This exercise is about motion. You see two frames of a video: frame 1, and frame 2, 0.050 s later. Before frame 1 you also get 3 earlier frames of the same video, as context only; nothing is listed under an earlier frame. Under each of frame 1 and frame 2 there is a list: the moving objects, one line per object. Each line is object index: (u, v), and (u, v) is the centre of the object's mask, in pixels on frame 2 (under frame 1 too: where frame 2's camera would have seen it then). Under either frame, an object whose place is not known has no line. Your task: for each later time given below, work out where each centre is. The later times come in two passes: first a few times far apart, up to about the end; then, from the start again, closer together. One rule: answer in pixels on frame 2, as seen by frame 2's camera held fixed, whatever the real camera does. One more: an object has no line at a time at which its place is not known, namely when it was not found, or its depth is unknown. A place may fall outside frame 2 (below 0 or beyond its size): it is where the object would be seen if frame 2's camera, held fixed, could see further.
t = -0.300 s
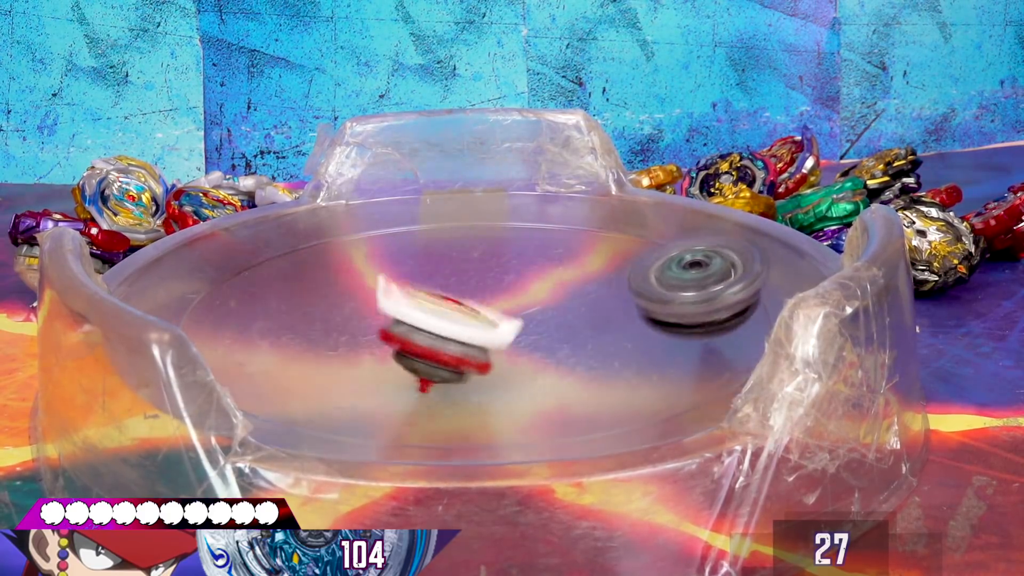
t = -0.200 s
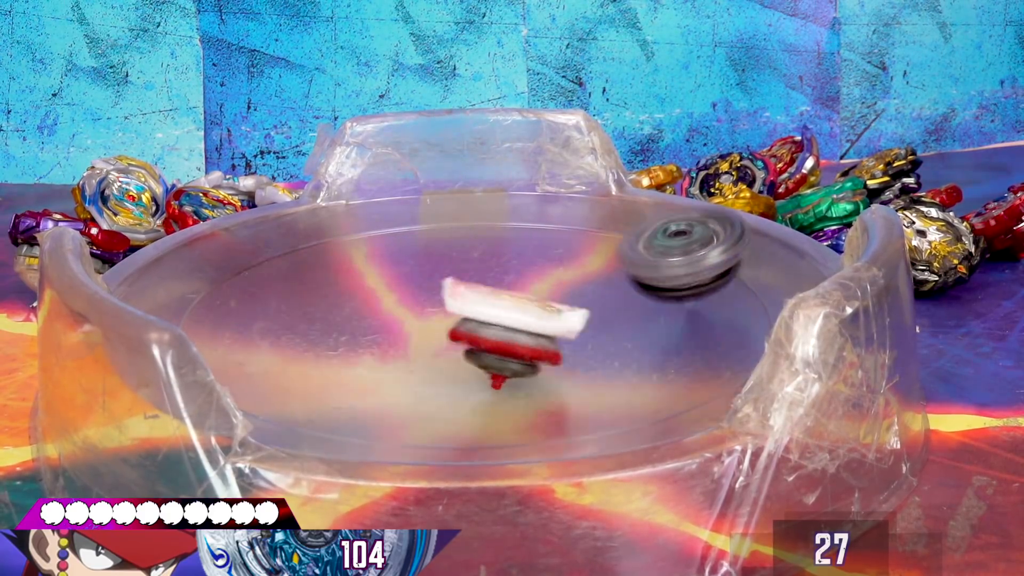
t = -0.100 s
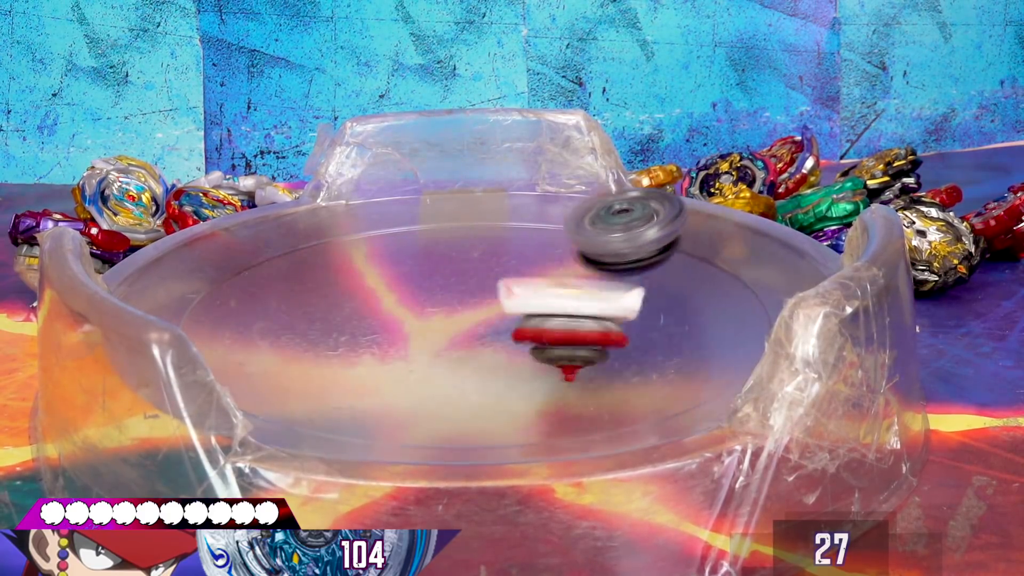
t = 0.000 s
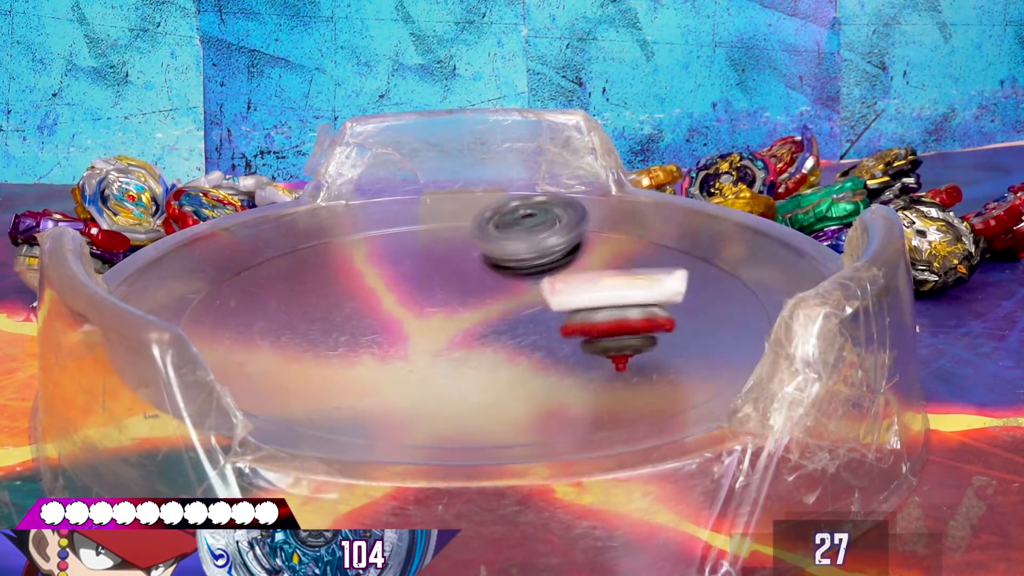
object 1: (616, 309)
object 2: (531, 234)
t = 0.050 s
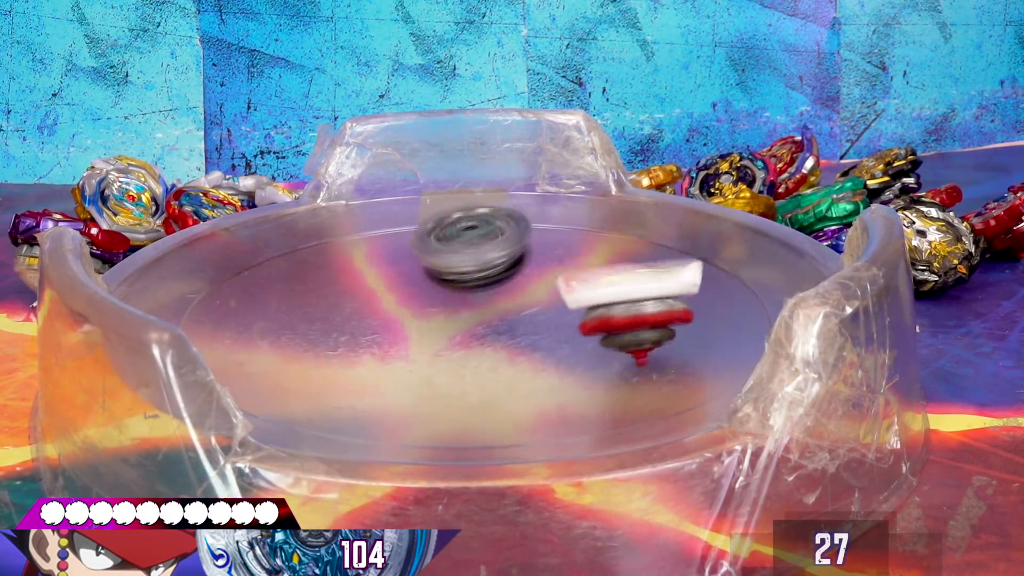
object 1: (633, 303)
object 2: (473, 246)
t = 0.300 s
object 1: (649, 283)
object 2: (326, 329)
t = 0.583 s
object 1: (563, 245)
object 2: (596, 333)
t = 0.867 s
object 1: (414, 190)
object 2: (532, 256)
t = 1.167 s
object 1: (344, 197)
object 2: (336, 289)
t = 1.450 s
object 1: (345, 288)
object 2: (486, 327)
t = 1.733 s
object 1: (417, 353)
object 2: (442, 234)
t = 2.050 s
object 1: (591, 328)
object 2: (340, 299)
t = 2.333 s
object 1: (707, 235)
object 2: (444, 313)
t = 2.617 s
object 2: (391, 304)
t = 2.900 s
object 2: (445, 296)
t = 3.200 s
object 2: (428, 263)
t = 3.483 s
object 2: (471, 263)
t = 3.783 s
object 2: (492, 274)
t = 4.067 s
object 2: (498, 282)
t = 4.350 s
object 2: (479, 311)
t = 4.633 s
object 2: (490, 352)
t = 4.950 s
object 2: (486, 324)
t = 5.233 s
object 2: (440, 304)
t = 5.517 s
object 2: (432, 288)
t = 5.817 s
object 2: (417, 282)
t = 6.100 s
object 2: (426, 291)
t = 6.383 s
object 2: (431, 301)
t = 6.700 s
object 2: (445, 287)
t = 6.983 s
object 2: (418, 257)
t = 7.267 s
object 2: (421, 250)
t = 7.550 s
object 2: (448, 235)
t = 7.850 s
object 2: (497, 249)
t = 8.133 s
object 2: (534, 274)
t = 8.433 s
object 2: (528, 293)
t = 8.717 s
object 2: (492, 306)
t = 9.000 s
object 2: (516, 296)
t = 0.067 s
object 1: (638, 303)
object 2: (454, 252)
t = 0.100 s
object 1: (646, 298)
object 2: (416, 264)
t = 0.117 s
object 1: (649, 298)
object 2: (399, 269)
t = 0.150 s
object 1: (653, 295)
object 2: (369, 280)
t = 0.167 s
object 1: (655, 294)
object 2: (355, 287)
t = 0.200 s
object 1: (657, 292)
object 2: (334, 300)
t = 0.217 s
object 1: (656, 290)
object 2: (326, 304)
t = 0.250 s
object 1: (655, 287)
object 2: (319, 316)
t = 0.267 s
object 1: (653, 286)
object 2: (319, 322)
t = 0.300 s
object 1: (649, 283)
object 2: (326, 329)
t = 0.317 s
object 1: (646, 280)
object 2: (333, 336)
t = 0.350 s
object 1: (638, 277)
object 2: (357, 344)
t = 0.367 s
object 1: (634, 275)
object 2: (371, 346)
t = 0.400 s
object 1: (626, 271)
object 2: (402, 352)
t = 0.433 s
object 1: (615, 266)
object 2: (433, 354)
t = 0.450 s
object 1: (610, 265)
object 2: (449, 355)
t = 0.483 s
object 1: (599, 260)
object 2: (486, 353)
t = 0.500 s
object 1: (593, 258)
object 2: (504, 352)
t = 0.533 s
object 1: (582, 251)
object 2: (544, 346)
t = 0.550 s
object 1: (575, 249)
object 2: (562, 343)
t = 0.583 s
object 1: (563, 245)
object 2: (596, 333)
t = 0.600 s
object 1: (557, 244)
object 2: (609, 328)
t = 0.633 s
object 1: (545, 238)
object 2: (627, 315)
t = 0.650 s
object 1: (539, 237)
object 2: (631, 309)
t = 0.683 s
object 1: (527, 231)
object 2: (630, 295)
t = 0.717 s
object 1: (515, 227)
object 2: (617, 283)
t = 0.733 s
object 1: (508, 224)
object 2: (609, 276)
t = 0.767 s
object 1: (494, 220)
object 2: (584, 265)
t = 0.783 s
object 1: (480, 216)
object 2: (577, 261)
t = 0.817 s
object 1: (452, 205)
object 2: (567, 259)
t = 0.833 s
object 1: (439, 199)
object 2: (556, 257)
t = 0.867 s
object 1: (414, 190)
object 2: (532, 256)
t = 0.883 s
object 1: (405, 186)
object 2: (516, 255)
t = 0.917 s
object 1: (387, 180)
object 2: (482, 257)
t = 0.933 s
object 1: (381, 180)
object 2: (467, 259)
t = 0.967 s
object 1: (362, 172)
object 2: (439, 260)
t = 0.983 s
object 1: (355, 172)
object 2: (423, 261)
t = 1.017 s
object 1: (348, 171)
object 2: (393, 265)
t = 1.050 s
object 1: (348, 180)
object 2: (367, 270)
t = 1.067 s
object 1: (347, 181)
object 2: (356, 275)
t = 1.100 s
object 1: (347, 184)
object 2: (344, 279)
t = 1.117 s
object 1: (346, 187)
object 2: (337, 283)
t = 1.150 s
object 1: (345, 193)
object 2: (336, 288)
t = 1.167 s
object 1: (344, 197)
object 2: (336, 289)
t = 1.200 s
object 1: (344, 210)
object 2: (340, 299)
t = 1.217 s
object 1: (344, 214)
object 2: (342, 303)
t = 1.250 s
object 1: (342, 221)
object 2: (351, 312)
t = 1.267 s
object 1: (342, 227)
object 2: (358, 316)
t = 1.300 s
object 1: (341, 237)
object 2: (378, 326)
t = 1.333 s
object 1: (341, 248)
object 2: (402, 331)
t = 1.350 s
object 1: (341, 252)
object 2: (413, 335)
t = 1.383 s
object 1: (340, 264)
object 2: (439, 336)
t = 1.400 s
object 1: (340, 269)
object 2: (450, 335)
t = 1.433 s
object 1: (343, 283)
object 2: (474, 331)
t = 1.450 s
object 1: (345, 288)
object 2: (486, 327)
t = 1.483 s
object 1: (348, 300)
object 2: (504, 321)
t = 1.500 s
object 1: (350, 305)
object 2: (510, 316)
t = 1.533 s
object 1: (355, 314)
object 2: (519, 306)
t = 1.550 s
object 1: (358, 320)
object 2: (523, 298)
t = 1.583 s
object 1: (365, 329)
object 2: (525, 284)
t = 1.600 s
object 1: (369, 334)
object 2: (519, 276)
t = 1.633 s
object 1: (378, 341)
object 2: (505, 264)
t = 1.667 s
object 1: (389, 348)
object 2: (488, 252)
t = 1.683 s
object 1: (395, 350)
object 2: (479, 247)
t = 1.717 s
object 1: (410, 353)
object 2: (457, 237)
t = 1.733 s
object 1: (417, 353)
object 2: (442, 234)
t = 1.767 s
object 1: (435, 353)
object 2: (414, 231)
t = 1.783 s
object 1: (443, 354)
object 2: (401, 230)
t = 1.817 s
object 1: (462, 353)
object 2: (379, 230)
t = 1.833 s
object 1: (471, 353)
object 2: (363, 230)
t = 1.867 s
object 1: (491, 351)
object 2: (340, 236)
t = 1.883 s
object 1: (501, 350)
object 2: (330, 239)
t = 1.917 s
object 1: (521, 347)
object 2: (321, 248)
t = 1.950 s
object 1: (539, 344)
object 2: (313, 260)
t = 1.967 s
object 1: (549, 341)
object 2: (312, 267)
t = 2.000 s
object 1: (567, 337)
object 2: (318, 282)
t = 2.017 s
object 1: (575, 334)
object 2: (324, 286)
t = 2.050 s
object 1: (591, 328)
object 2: (340, 299)
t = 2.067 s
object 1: (597, 326)
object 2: (351, 305)
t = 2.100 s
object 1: (610, 319)
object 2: (377, 315)
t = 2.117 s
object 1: (616, 315)
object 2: (393, 317)
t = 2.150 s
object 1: (625, 309)
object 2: (429, 322)
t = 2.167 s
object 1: (629, 304)
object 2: (448, 323)
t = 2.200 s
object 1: (637, 298)
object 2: (487, 321)
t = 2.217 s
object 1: (647, 294)
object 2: (497, 315)
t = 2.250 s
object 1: (673, 260)
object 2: (480, 305)
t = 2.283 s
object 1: (699, 242)
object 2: (463, 319)
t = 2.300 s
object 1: (711, 242)
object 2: (456, 315)
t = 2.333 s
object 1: (707, 235)
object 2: (444, 313)
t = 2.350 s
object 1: (700, 233)
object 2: (433, 312)
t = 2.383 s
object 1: (685, 238)
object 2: (419, 310)
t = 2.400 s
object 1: (676, 233)
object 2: (416, 309)
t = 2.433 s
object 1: (658, 232)
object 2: (406, 306)
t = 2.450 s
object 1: (647, 231)
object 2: (403, 305)
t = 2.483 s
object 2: (401, 303)
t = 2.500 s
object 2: (398, 304)
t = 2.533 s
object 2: (393, 303)
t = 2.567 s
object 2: (391, 304)
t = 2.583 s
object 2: (391, 303)
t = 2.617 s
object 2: (391, 304)
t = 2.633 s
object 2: (393, 304)
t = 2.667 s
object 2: (398, 306)
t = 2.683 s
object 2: (400, 305)
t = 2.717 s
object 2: (405, 305)
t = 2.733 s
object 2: (410, 304)
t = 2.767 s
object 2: (416, 304)
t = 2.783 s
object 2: (420, 302)
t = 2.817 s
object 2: (430, 302)
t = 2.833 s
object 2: (434, 302)
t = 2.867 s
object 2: (438, 297)
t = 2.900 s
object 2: (445, 296)
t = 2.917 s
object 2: (445, 292)
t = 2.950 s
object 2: (445, 287)
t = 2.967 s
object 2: (449, 285)
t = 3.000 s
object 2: (445, 277)
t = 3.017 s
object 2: (441, 274)
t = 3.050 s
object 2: (440, 269)
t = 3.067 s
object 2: (436, 266)
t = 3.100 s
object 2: (432, 265)
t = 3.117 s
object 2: (434, 265)
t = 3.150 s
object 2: (428, 262)
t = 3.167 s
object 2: (427, 262)
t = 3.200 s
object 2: (428, 263)
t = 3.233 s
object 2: (423, 264)
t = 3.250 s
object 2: (423, 265)
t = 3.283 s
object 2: (425, 264)
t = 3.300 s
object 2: (425, 266)
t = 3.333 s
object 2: (431, 268)
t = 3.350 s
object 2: (435, 269)
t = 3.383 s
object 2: (439, 267)
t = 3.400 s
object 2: (445, 268)
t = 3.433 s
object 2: (450, 264)
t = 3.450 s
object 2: (454, 263)
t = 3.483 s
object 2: (471, 263)
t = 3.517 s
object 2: (465, 260)
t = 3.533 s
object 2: (469, 261)
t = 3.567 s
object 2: (472, 260)
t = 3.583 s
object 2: (474, 264)
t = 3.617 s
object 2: (482, 267)
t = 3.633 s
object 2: (482, 266)
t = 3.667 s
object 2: (485, 271)
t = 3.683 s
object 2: (488, 273)
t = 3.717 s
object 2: (490, 274)
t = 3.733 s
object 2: (492, 275)
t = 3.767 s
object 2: (493, 273)
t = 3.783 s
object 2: (492, 274)
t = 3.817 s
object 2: (495, 274)
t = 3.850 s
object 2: (492, 273)
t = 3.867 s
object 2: (491, 274)
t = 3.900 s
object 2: (493, 273)
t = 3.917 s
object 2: (493, 275)
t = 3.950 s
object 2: (497, 274)
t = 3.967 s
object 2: (497, 276)
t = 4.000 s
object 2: (500, 279)
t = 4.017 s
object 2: (502, 279)
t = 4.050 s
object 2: (503, 282)
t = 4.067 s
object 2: (498, 282)
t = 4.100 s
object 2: (490, 282)
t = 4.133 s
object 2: (487, 281)
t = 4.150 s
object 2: (482, 282)
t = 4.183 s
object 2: (477, 287)
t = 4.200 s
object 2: (475, 288)
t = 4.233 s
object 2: (470, 295)
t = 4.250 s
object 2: (471, 299)
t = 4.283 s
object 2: (471, 306)
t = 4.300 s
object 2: (475, 307)
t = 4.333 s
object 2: (476, 310)
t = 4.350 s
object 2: (479, 311)
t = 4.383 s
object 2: (483, 313)
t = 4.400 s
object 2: (486, 313)
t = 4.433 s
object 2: (489, 313)
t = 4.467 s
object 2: (495, 312)
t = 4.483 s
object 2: (496, 312)
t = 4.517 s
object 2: (500, 320)
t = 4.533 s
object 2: (494, 329)
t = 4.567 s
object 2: (490, 339)
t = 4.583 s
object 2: (490, 346)
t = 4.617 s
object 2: (486, 351)
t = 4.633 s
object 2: (490, 352)
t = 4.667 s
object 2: (484, 354)
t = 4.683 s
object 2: (482, 354)
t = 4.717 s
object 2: (485, 353)
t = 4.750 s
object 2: (488, 351)
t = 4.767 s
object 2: (484, 350)
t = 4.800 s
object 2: (486, 347)
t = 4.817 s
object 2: (487, 345)
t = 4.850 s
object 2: (489, 342)
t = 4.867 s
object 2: (493, 339)
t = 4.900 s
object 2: (493, 334)
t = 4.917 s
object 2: (489, 332)
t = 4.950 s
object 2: (486, 324)
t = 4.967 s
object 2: (484, 322)
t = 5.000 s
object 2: (478, 313)
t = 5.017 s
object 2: (478, 314)
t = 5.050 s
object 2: (469, 311)
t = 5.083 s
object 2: (462, 310)
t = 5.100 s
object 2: (457, 310)
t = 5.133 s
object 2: (450, 308)
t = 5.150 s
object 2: (449, 306)
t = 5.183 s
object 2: (444, 304)
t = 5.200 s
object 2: (443, 305)
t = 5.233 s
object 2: (440, 304)
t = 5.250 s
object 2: (435, 301)
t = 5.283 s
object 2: (431, 299)
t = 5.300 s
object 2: (433, 299)
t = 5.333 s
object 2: (429, 297)
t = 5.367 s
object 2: (427, 295)
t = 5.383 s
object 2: (426, 293)
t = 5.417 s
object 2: (427, 292)
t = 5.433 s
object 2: (427, 291)
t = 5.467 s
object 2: (428, 290)
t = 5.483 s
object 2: (429, 289)
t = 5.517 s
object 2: (432, 288)
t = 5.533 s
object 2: (430, 288)
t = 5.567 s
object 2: (431, 287)
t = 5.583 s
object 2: (437, 289)
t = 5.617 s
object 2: (438, 286)
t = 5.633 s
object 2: (436, 284)
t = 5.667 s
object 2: (440, 283)
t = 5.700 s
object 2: (444, 282)
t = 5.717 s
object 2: (439, 283)
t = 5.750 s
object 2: (427, 282)
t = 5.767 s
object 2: (423, 280)
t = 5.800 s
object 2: (418, 280)
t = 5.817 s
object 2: (417, 282)
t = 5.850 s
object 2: (417, 281)
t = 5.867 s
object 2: (419, 281)
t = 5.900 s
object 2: (423, 282)
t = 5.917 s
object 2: (426, 284)
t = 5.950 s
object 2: (427, 285)
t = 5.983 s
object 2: (420, 285)
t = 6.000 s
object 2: (420, 285)
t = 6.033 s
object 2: (420, 287)
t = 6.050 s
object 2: (420, 288)
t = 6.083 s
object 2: (423, 290)
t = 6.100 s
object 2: (426, 291)
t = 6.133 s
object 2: (430, 294)
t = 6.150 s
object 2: (433, 296)
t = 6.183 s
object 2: (435, 298)
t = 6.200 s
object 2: (429, 298)
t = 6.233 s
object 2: (423, 297)
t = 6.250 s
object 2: (423, 297)
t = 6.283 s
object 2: (422, 297)
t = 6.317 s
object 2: (424, 299)
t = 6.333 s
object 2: (422, 300)
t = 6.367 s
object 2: (425, 300)
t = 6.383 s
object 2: (431, 301)
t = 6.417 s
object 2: (435, 301)
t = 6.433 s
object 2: (433, 300)
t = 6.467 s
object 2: (438, 300)
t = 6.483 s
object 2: (443, 300)
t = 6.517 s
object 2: (448, 300)
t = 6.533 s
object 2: (448, 299)
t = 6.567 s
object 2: (446, 295)
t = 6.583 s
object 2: (444, 295)
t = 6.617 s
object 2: (442, 292)
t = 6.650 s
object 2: (442, 289)
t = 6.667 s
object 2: (445, 289)
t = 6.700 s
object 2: (445, 287)
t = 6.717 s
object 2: (441, 285)
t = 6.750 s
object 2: (439, 282)
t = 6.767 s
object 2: (441, 281)
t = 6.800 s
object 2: (437, 277)
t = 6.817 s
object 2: (433, 277)
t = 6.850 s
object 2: (432, 273)
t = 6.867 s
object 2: (431, 271)
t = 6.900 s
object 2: (427, 268)
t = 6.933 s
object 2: (423, 263)
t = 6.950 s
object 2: (423, 260)
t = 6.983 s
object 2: (418, 257)
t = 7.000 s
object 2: (414, 258)
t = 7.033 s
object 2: (416, 257)
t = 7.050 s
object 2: (413, 256)
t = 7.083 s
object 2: (412, 255)
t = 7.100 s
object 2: (414, 254)
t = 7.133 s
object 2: (413, 253)
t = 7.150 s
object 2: (411, 253)
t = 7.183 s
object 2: (412, 254)
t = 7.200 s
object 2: (411, 252)
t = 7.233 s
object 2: (415, 251)
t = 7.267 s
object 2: (421, 250)
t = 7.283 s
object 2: (424, 249)
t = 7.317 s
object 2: (428, 248)
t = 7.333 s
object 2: (434, 248)
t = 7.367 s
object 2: (439, 243)
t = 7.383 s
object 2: (436, 239)
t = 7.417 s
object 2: (440, 239)
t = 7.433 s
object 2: (440, 235)
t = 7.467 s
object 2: (442, 235)
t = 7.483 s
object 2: (447, 233)
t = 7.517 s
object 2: (446, 234)
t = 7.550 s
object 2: (448, 235)
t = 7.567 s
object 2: (455, 238)
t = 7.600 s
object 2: (453, 239)
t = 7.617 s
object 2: (455, 242)
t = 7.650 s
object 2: (465, 246)
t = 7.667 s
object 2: (462, 246)
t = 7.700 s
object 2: (466, 250)
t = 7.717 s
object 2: (469, 250)
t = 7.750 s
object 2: (475, 251)
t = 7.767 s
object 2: (479, 251)
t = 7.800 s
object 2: (482, 252)
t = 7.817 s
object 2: (488, 253)
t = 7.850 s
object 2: (497, 249)
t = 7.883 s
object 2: (504, 250)
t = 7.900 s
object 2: (513, 251)
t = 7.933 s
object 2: (514, 250)
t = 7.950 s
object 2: (515, 252)
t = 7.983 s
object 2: (525, 255)
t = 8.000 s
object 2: (526, 258)
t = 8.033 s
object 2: (529, 263)
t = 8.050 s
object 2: (530, 264)
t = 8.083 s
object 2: (533, 269)
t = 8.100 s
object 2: (533, 270)
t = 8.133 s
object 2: (534, 274)
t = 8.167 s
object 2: (532, 277)
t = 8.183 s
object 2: (532, 278)
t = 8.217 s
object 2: (531, 281)
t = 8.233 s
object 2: (528, 283)
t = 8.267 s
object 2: (525, 287)
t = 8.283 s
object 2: (525, 288)
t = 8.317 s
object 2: (519, 291)
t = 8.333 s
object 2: (524, 290)
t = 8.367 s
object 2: (526, 291)
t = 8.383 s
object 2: (530, 291)
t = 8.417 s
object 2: (528, 292)
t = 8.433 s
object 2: (528, 293)
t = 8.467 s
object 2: (526, 295)
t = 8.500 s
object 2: (520, 297)
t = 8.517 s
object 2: (521, 298)
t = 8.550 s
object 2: (512, 301)
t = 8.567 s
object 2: (512, 302)
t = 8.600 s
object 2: (503, 304)
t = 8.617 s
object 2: (502, 303)
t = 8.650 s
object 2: (495, 305)
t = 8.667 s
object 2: (492, 306)
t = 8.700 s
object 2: (493, 307)
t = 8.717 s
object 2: (492, 306)
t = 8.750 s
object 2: (494, 308)
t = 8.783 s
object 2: (490, 308)
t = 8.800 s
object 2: (500, 307)
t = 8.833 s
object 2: (504, 307)
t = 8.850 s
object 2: (511, 306)
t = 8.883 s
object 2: (512, 304)
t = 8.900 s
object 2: (516, 303)
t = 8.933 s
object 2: (516, 301)
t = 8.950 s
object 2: (518, 300)
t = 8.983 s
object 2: (515, 297)
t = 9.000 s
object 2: (516, 296)
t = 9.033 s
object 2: (511, 293)
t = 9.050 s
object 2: (511, 292)
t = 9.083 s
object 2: (505, 290)
